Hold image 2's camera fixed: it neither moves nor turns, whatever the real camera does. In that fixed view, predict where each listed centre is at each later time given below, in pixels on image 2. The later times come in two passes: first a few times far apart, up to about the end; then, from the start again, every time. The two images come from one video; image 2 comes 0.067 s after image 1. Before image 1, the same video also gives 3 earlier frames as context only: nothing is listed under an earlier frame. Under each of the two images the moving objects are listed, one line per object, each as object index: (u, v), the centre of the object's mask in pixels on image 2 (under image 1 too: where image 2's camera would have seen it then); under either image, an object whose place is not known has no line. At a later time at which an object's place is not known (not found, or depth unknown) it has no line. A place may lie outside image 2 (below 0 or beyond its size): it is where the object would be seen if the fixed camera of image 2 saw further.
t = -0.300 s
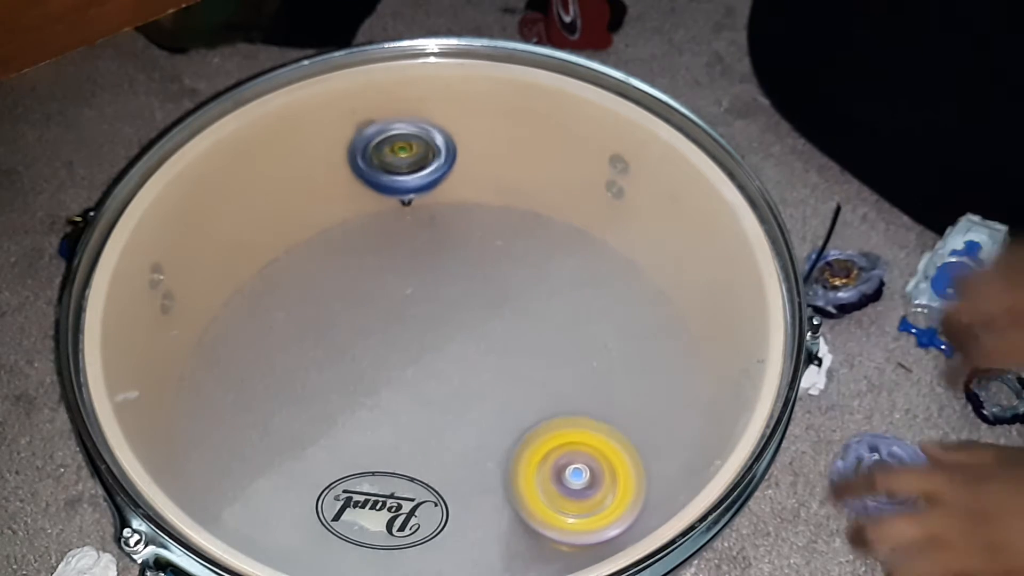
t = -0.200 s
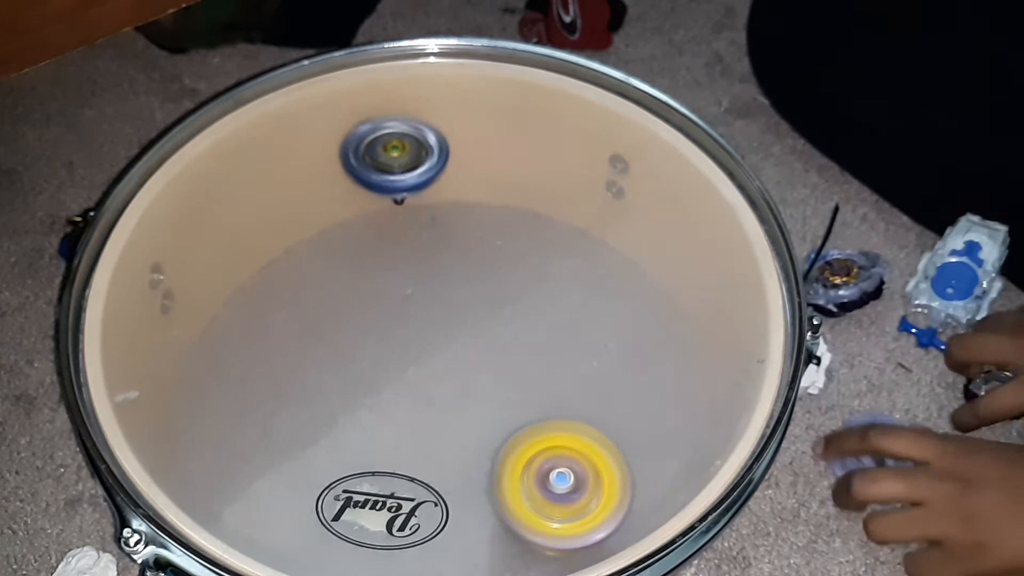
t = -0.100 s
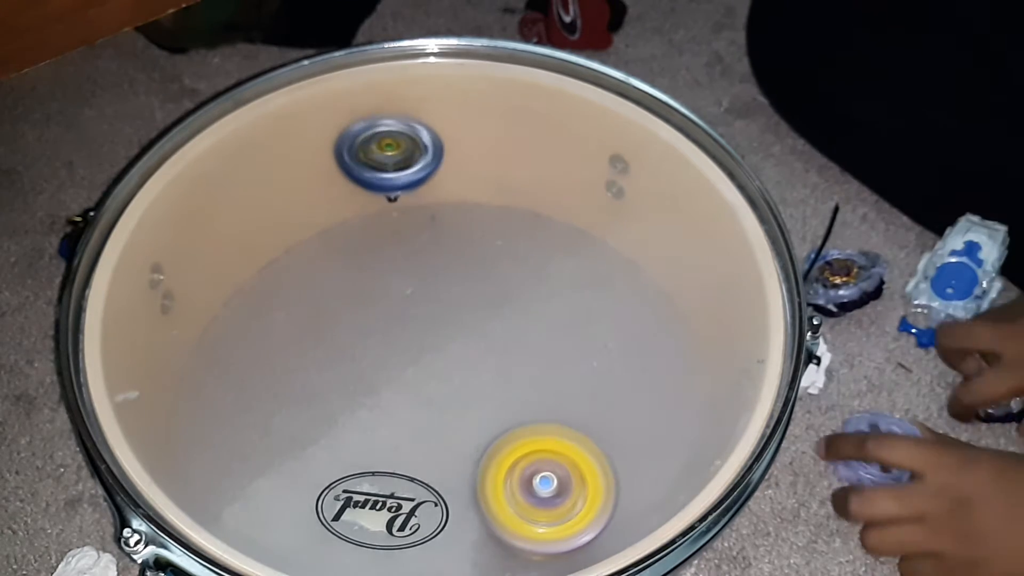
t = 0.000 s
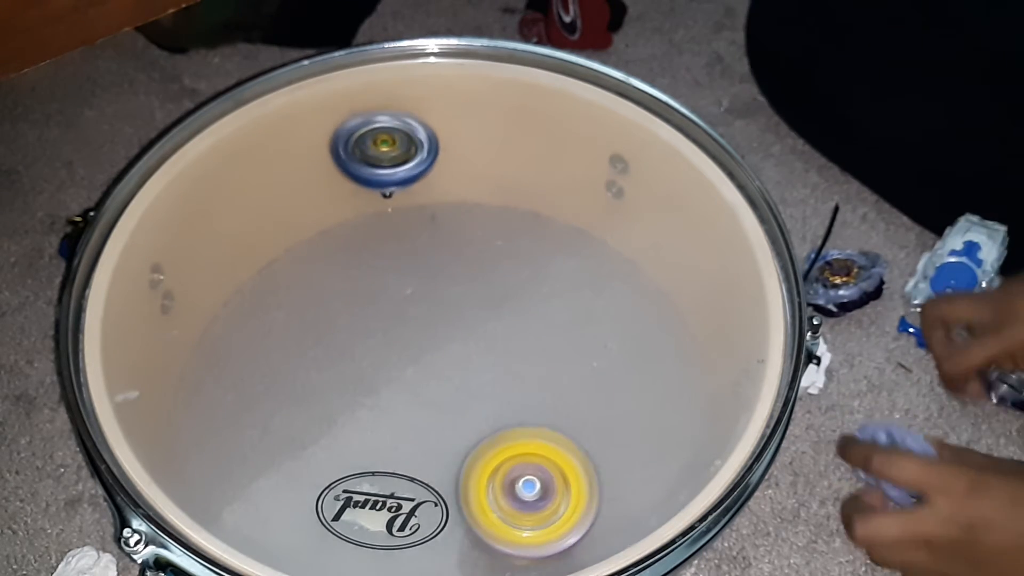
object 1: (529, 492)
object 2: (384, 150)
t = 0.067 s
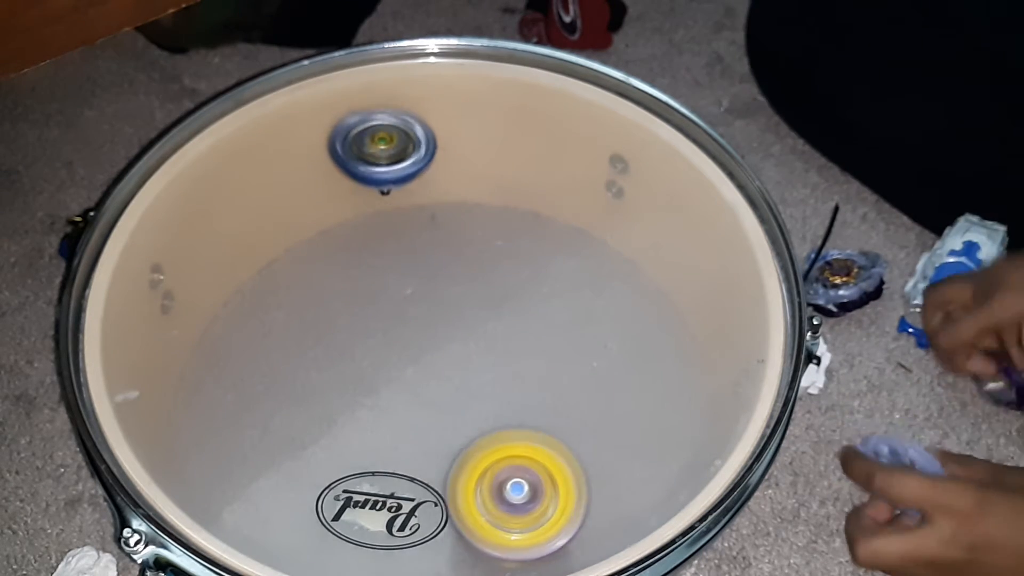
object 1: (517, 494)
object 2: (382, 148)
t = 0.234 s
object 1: (486, 501)
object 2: (381, 140)
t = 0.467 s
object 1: (443, 506)
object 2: (386, 132)
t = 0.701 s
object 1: (400, 509)
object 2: (393, 132)
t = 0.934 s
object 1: (358, 503)
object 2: (394, 136)
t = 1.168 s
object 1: (318, 492)
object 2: (385, 141)
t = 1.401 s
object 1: (280, 476)
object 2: (370, 142)
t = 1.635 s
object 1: (248, 453)
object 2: (359, 135)
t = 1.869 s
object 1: (221, 428)
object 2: (358, 126)
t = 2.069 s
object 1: (202, 404)
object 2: (362, 120)
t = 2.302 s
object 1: (185, 377)
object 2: (368, 120)
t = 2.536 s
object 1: (174, 351)
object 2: (367, 124)
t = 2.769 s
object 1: (166, 325)
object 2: (357, 128)
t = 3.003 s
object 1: (164, 303)
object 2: (345, 126)
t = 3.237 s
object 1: (164, 282)
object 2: (338, 118)
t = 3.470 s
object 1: (165, 262)
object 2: (341, 110)
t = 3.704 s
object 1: (169, 246)
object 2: (346, 108)
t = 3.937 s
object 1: (173, 233)
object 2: (347, 110)
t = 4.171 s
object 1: (177, 221)
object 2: (340, 114)
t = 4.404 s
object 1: (180, 210)
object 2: (329, 114)
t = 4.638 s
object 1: (184, 202)
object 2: (320, 108)
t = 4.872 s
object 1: (185, 195)
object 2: (321, 100)
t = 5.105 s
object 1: (186, 190)
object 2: (325, 99)
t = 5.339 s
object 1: (184, 186)
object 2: (325, 101)
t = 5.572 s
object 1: (181, 184)
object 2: (318, 104)
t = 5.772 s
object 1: (177, 182)
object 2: (309, 102)
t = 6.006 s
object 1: (170, 180)
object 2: (305, 97)
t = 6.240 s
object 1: (161, 180)
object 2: (306, 93)
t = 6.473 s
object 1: (151, 180)
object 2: (307, 93)
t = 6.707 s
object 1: (139, 179)
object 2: (304, 95)
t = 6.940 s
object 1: (125, 180)
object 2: (297, 95)
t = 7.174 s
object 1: (127, 186)
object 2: (291, 92)
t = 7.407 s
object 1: (125, 193)
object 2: (289, 88)
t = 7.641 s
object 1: (119, 201)
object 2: (289, 86)
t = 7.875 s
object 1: (109, 210)
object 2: (287, 87)
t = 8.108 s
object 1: (104, 222)
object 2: (282, 86)
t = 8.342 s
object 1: (96, 237)
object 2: (279, 82)
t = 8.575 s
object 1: (91, 255)
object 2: (279, 81)
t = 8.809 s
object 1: (88, 275)
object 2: (277, 82)
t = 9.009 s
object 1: (86, 294)
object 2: (271, 81)
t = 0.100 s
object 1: (511, 495)
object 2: (381, 146)
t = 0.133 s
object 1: (505, 496)
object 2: (381, 145)
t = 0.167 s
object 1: (498, 498)
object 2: (381, 143)
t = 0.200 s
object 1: (493, 499)
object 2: (380, 142)
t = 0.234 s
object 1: (486, 501)
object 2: (381, 140)
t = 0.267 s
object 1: (481, 502)
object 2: (380, 139)
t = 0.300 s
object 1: (474, 503)
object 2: (381, 138)
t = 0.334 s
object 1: (469, 504)
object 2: (381, 136)
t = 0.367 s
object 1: (462, 505)
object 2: (382, 135)
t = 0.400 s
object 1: (456, 505)
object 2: (384, 134)
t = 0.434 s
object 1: (449, 506)
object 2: (384, 133)
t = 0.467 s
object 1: (443, 506)
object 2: (386, 132)
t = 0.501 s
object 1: (437, 506)
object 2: (386, 132)
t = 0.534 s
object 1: (430, 507)
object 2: (388, 132)
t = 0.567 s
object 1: (423, 508)
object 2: (389, 131)
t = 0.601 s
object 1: (416, 508)
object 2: (390, 132)
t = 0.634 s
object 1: (409, 509)
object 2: (391, 131)
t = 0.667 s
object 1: (404, 508)
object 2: (392, 132)
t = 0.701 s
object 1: (400, 509)
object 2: (393, 132)
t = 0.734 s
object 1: (393, 508)
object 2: (393, 132)
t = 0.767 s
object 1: (389, 507)
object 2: (394, 132)
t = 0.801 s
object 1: (383, 507)
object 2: (394, 133)
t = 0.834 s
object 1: (377, 506)
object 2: (395, 134)
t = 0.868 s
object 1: (371, 505)
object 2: (394, 134)
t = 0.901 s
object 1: (364, 504)
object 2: (394, 135)
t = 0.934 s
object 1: (358, 503)
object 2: (394, 136)
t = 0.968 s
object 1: (351, 502)
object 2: (393, 137)
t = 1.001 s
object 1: (345, 501)
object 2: (393, 138)
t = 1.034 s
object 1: (340, 500)
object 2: (391, 139)
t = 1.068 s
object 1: (334, 498)
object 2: (390, 139)
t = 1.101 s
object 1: (329, 497)
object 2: (388, 140)
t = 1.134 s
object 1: (323, 494)
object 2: (387, 141)
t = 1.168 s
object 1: (318, 492)
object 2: (385, 141)
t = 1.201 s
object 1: (311, 490)
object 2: (383, 142)
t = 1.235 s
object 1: (306, 488)
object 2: (381, 142)
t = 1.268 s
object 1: (300, 486)
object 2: (379, 143)
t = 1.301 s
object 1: (295, 484)
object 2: (377, 143)
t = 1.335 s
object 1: (290, 481)
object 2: (374, 143)
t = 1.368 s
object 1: (285, 478)
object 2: (373, 142)
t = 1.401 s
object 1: (280, 476)
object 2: (370, 142)
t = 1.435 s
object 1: (275, 473)
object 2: (369, 142)
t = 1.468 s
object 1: (270, 470)
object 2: (366, 141)
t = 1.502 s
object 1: (265, 466)
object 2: (365, 140)
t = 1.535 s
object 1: (260, 463)
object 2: (363, 139)
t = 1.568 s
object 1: (256, 460)
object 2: (362, 138)
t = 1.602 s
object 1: (252, 457)
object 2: (360, 137)
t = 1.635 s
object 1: (248, 453)
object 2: (359, 135)
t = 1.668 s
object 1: (244, 450)
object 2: (358, 134)
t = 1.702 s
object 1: (240, 446)
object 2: (357, 133)
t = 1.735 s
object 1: (236, 442)
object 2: (358, 131)
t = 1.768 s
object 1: (232, 438)
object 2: (357, 130)
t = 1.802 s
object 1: (228, 435)
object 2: (357, 129)
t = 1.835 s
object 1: (225, 432)
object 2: (357, 127)
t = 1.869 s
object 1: (221, 428)
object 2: (358, 126)
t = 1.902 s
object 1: (218, 424)
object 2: (358, 125)
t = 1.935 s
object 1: (215, 419)
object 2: (360, 124)
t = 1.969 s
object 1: (211, 415)
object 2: (360, 122)
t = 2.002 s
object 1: (208, 412)
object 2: (361, 122)
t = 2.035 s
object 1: (205, 409)
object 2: (361, 120)
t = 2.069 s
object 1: (202, 404)
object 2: (362, 120)
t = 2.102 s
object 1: (200, 400)
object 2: (363, 119)
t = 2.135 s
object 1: (197, 396)
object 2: (364, 120)
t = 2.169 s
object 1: (194, 392)
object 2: (365, 119)
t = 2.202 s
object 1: (192, 388)
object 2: (366, 119)
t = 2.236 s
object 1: (189, 384)
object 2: (367, 119)
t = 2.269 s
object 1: (187, 381)
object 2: (367, 120)
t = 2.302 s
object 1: (185, 377)
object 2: (368, 120)
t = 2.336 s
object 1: (184, 373)
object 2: (368, 120)
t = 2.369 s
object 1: (182, 369)
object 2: (369, 121)
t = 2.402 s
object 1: (180, 365)
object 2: (368, 121)
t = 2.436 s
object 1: (178, 361)
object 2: (369, 122)
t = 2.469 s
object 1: (176, 358)
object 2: (368, 122)
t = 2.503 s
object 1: (175, 354)
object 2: (368, 123)
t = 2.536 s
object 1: (174, 351)
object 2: (367, 124)
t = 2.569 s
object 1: (172, 347)
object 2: (366, 125)
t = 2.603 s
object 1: (171, 343)
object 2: (365, 125)
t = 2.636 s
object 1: (169, 339)
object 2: (364, 126)
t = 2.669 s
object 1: (168, 337)
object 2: (362, 126)
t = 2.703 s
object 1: (168, 333)
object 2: (361, 127)
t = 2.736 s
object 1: (167, 328)
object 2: (359, 128)
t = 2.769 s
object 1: (166, 325)
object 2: (357, 128)
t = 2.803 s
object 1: (166, 323)
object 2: (356, 128)
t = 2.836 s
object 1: (166, 320)
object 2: (353, 128)
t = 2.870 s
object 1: (166, 317)
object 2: (352, 128)
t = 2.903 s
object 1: (165, 314)
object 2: (350, 128)
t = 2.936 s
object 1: (165, 310)
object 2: (349, 127)
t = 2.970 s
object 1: (164, 306)
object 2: (346, 127)
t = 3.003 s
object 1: (164, 303)
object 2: (345, 126)
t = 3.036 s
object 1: (164, 300)
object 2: (343, 125)
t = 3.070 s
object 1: (163, 297)
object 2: (343, 124)
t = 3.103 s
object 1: (164, 294)
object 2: (340, 123)
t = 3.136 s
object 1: (164, 291)
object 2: (340, 122)
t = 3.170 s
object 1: (164, 288)
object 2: (339, 121)
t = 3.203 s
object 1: (164, 285)
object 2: (339, 120)
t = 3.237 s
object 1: (164, 282)
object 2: (338, 118)
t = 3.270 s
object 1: (164, 279)
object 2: (339, 117)
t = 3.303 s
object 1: (164, 275)
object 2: (338, 115)
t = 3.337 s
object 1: (164, 273)
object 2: (339, 114)
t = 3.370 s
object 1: (164, 270)
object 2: (338, 113)
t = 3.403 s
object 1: (165, 268)
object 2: (339, 112)
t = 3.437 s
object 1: (165, 265)
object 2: (339, 111)
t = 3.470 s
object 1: (165, 262)
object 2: (341, 110)
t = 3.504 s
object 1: (166, 260)
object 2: (341, 109)
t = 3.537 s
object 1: (166, 257)
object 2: (343, 109)
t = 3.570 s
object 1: (167, 255)
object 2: (343, 108)
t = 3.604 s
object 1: (167, 253)
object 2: (345, 108)
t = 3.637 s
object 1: (168, 251)
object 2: (345, 108)
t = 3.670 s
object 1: (168, 249)
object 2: (346, 108)
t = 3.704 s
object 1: (169, 246)
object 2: (346, 108)
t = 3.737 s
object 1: (169, 245)
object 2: (347, 108)
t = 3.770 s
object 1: (170, 243)
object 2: (347, 108)
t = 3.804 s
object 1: (171, 240)
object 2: (348, 108)
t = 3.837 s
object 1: (171, 239)
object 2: (347, 108)
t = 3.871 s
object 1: (172, 237)
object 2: (348, 109)
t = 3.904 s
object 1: (172, 235)
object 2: (347, 109)
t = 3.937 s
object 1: (173, 233)
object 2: (347, 110)
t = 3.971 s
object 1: (173, 231)
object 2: (346, 111)
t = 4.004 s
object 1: (174, 229)
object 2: (347, 112)
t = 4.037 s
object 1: (174, 227)
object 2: (345, 112)
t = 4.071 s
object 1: (175, 225)
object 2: (345, 113)
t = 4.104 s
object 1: (175, 224)
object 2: (343, 113)
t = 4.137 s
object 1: (176, 222)
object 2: (342, 114)
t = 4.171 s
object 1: (177, 221)
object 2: (340, 114)
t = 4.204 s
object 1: (177, 219)
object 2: (339, 115)
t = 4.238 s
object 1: (178, 217)
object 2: (336, 115)
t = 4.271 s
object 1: (178, 216)
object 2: (335, 115)
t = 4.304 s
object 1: (179, 214)
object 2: (333, 115)
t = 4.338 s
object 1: (180, 213)
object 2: (332, 115)
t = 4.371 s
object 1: (180, 211)
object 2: (329, 115)
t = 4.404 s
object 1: (180, 210)
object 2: (329, 114)
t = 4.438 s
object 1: (181, 209)
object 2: (326, 114)
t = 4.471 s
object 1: (181, 208)
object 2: (326, 113)
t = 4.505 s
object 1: (182, 206)
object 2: (323, 112)
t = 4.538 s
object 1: (182, 205)
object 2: (323, 111)
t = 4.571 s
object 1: (182, 204)
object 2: (321, 110)
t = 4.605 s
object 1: (183, 203)
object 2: (321, 109)
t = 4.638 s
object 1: (184, 202)
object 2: (320, 108)
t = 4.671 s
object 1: (184, 201)
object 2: (321, 107)
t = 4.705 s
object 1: (184, 200)
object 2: (319, 105)
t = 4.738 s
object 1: (184, 199)
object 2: (320, 104)
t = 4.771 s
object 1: (185, 198)
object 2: (319, 104)
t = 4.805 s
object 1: (185, 197)
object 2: (320, 102)
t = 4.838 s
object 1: (185, 196)
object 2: (320, 101)
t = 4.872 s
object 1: (185, 195)
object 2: (321, 100)
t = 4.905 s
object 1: (186, 194)
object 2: (321, 100)
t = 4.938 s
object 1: (186, 194)
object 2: (322, 99)
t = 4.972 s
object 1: (186, 193)
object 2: (323, 99)
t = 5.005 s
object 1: (186, 192)
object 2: (324, 98)
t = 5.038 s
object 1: (186, 192)
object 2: (324, 99)
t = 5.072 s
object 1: (186, 191)
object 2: (325, 98)
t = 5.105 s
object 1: (186, 190)
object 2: (325, 99)
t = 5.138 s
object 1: (186, 190)
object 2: (326, 98)
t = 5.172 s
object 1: (185, 189)
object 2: (326, 99)
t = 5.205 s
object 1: (185, 188)
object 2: (326, 99)
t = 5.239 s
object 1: (185, 188)
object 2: (326, 100)
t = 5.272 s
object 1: (185, 187)
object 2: (326, 100)
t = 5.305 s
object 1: (184, 187)
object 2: (326, 101)
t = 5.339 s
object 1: (184, 186)
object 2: (325, 101)
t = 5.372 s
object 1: (184, 186)
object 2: (325, 102)
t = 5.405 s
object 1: (183, 186)
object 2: (323, 102)
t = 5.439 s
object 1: (183, 185)
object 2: (323, 103)
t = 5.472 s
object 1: (183, 185)
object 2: (321, 103)
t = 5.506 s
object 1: (182, 184)
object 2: (321, 104)
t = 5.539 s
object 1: (182, 184)
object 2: (318, 103)
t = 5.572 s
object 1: (181, 184)
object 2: (318, 104)
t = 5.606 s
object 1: (181, 183)
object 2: (316, 104)
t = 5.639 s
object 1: (180, 183)
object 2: (315, 104)
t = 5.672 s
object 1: (179, 183)
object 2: (313, 104)
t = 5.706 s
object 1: (179, 182)
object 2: (312, 103)
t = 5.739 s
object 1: (178, 182)
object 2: (311, 103)
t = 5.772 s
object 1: (177, 182)
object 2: (309, 102)
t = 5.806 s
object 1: (176, 182)
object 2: (308, 102)
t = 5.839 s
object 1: (176, 181)
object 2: (307, 101)
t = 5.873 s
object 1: (174, 181)
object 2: (306, 101)
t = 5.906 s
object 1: (174, 181)
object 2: (305, 99)
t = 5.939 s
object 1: (173, 180)
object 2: (305, 99)
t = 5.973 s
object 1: (172, 180)
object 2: (304, 98)
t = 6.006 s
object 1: (170, 180)
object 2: (305, 97)
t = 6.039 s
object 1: (169, 180)
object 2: (304, 96)
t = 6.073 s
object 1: (168, 180)
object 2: (305, 95)
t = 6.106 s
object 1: (167, 180)
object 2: (304, 95)
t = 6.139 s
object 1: (165, 181)
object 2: (305, 94)
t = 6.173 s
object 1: (164, 181)
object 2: (305, 94)
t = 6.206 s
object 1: (163, 181)
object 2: (306, 93)
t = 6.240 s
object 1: (161, 180)
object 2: (306, 93)
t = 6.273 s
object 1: (161, 180)
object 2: (306, 92)
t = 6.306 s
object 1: (159, 180)
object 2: (306, 93)
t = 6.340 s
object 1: (157, 180)
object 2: (307, 92)
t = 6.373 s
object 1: (156, 180)
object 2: (307, 93)
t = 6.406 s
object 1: (155, 179)
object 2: (307, 92)
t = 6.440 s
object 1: (153, 179)
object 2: (308, 93)
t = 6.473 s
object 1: (151, 180)
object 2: (307, 93)
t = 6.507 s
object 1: (150, 180)
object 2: (308, 93)
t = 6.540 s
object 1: (148, 179)
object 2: (306, 94)
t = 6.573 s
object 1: (146, 179)
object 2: (307, 94)
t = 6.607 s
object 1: (144, 179)
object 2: (306, 94)
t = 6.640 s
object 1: (143, 179)
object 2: (306, 94)
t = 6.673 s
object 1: (141, 179)
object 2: (305, 95)
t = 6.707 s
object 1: (139, 179)
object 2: (304, 95)
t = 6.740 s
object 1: (137, 179)
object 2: (303, 95)
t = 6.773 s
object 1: (135, 179)
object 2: (302, 95)
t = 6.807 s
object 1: (133, 179)
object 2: (301, 95)
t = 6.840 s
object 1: (131, 179)
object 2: (300, 95)
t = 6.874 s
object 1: (129, 179)
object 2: (299, 95)
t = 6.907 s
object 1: (127, 179)
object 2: (297, 95)
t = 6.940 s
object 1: (125, 180)
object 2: (297, 95)
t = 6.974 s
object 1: (126, 180)
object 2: (295, 94)
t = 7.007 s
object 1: (126, 182)
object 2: (295, 94)
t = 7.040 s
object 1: (126, 182)
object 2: (293, 94)
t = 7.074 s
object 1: (127, 183)
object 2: (293, 93)
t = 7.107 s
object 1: (127, 184)
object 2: (292, 93)
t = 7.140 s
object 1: (127, 185)
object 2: (291, 91)
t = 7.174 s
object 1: (127, 186)
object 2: (291, 92)
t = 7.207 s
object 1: (127, 187)
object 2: (290, 91)
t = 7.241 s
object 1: (126, 188)
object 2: (290, 90)
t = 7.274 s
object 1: (127, 188)
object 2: (289, 89)
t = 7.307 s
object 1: (127, 189)
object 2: (290, 89)
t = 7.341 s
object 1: (126, 190)
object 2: (289, 89)
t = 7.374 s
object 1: (126, 191)
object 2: (289, 87)
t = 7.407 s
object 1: (125, 193)
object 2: (289, 88)
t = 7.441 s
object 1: (124, 194)
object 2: (289, 87)
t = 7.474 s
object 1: (124, 195)
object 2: (289, 87)
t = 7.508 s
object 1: (123, 196)
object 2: (289, 86)
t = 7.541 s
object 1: (122, 197)
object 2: (290, 86)
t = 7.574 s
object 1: (122, 198)
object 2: (290, 86)
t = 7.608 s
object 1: (121, 199)
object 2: (290, 86)
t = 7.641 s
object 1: (119, 201)
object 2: (289, 86)
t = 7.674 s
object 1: (119, 202)
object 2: (290, 86)
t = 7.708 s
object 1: (117, 203)
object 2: (290, 86)
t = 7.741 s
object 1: (115, 204)
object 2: (290, 86)
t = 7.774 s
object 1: (114, 206)
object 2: (289, 87)
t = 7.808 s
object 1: (112, 207)
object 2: (288, 86)
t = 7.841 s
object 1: (110, 209)
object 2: (289, 87)
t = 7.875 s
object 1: (109, 210)
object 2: (287, 87)
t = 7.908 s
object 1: (107, 212)
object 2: (288, 87)
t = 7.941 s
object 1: (106, 213)
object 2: (286, 87)
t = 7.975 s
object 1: (106, 215)
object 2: (286, 86)
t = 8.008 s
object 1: (106, 217)
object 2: (285, 87)
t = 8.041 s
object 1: (105, 219)
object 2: (284, 86)
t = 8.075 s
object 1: (105, 221)
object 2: (283, 87)
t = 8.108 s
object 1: (104, 222)
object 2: (282, 86)
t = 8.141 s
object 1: (103, 225)
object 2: (282, 86)
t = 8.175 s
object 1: (103, 226)
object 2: (280, 85)
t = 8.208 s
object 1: (101, 228)
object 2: (280, 85)
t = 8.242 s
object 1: (100, 230)
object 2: (280, 85)
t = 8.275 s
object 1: (99, 232)
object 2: (279, 83)
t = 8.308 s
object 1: (97, 234)
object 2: (279, 83)
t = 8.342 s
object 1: (96, 237)
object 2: (279, 82)
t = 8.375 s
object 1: (96, 239)
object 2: (280, 82)
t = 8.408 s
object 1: (95, 242)
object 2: (278, 82)
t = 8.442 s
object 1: (96, 244)
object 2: (279, 81)
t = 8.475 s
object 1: (94, 246)
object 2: (279, 82)
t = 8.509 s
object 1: (93, 249)
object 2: (279, 81)
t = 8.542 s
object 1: (93, 252)
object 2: (279, 81)
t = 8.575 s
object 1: (91, 255)
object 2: (279, 81)
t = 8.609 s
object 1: (90, 257)
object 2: (279, 81)
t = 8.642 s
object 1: (91, 260)
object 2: (278, 81)
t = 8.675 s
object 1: (89, 263)
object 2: (278, 81)
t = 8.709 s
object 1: (90, 266)
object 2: (278, 82)
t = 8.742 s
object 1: (88, 269)
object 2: (278, 81)
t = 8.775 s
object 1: (87, 272)
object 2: (277, 82)
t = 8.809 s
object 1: (88, 275)
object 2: (277, 82)
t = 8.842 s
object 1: (86, 278)
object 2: (276, 82)
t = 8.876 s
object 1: (86, 281)
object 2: (274, 82)
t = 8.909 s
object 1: (87, 284)
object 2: (275, 82)
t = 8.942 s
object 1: (86, 288)
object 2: (273, 82)
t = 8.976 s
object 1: (86, 290)
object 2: (273, 81)
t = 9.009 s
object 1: (86, 294)
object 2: (271, 81)
